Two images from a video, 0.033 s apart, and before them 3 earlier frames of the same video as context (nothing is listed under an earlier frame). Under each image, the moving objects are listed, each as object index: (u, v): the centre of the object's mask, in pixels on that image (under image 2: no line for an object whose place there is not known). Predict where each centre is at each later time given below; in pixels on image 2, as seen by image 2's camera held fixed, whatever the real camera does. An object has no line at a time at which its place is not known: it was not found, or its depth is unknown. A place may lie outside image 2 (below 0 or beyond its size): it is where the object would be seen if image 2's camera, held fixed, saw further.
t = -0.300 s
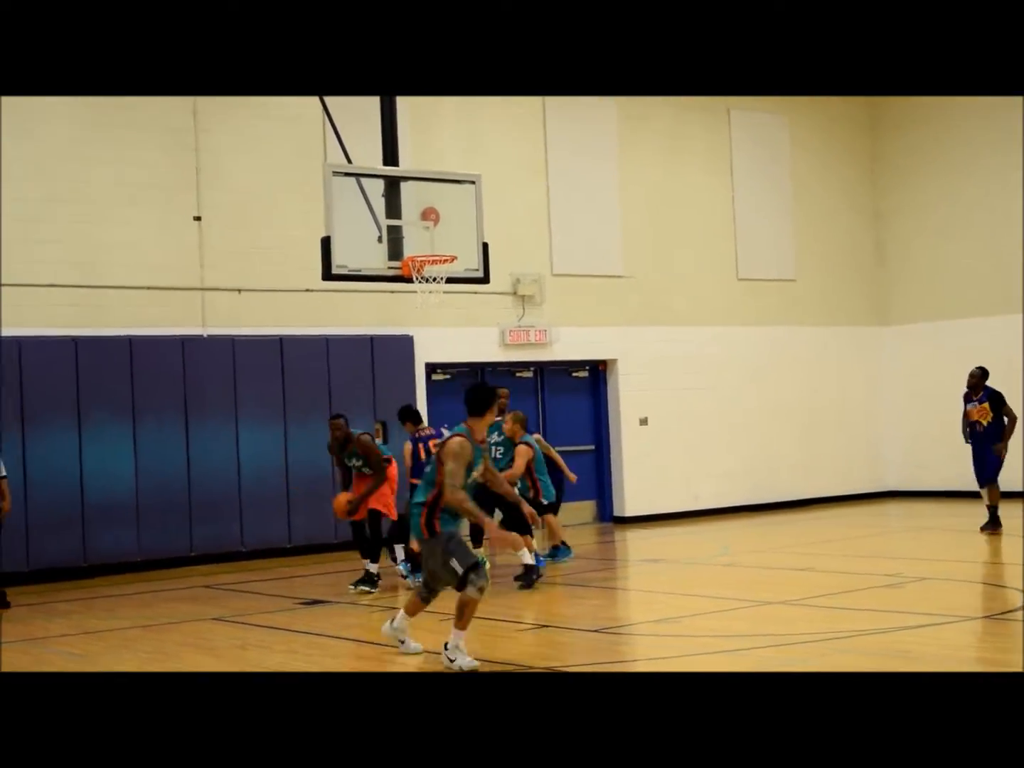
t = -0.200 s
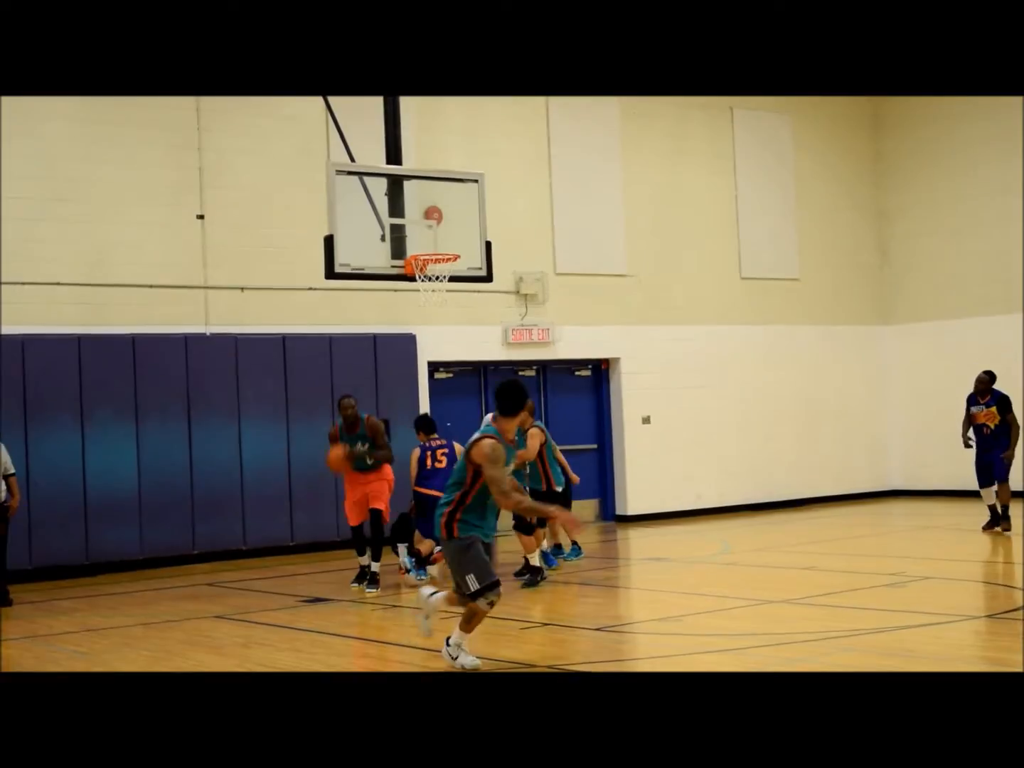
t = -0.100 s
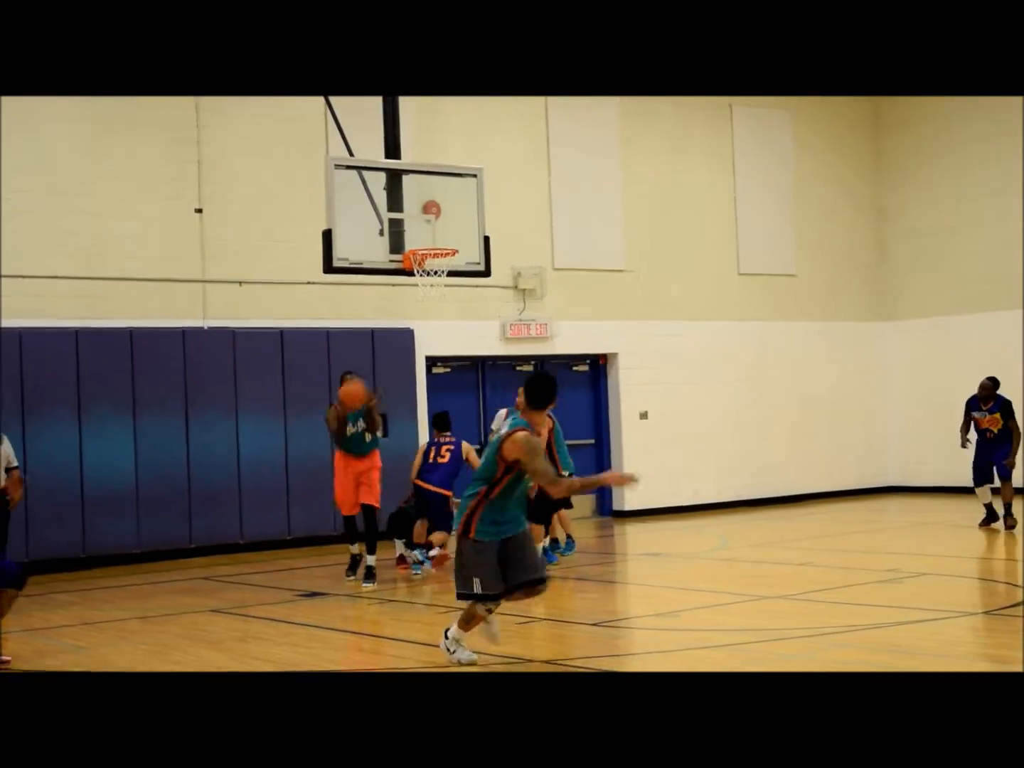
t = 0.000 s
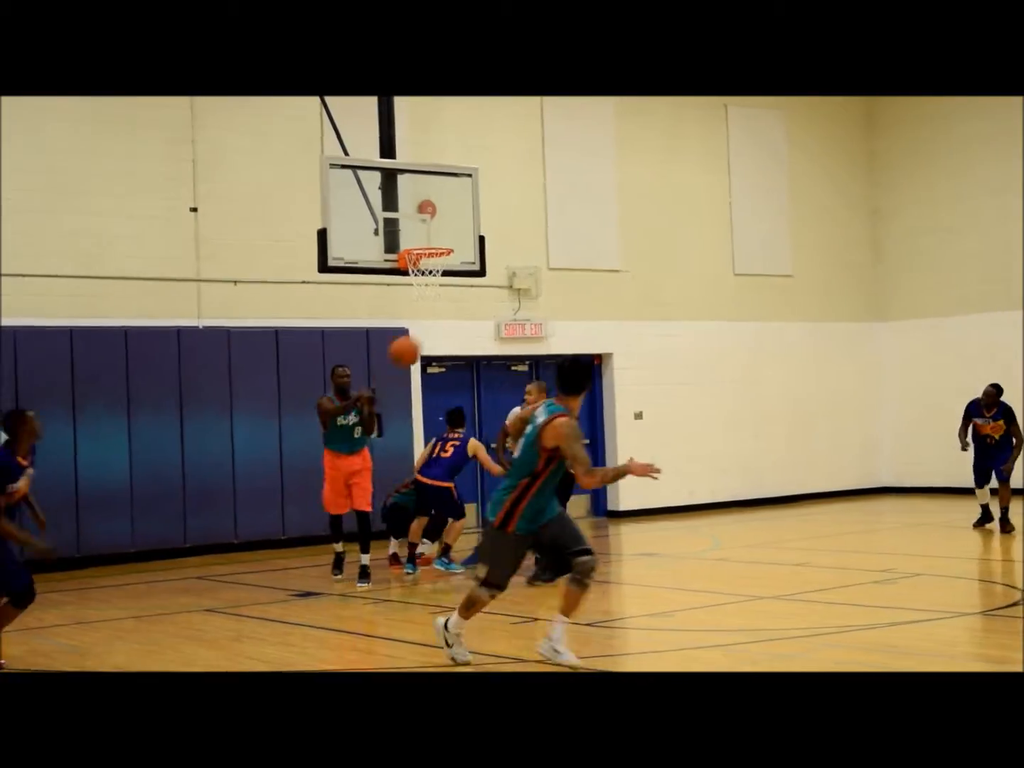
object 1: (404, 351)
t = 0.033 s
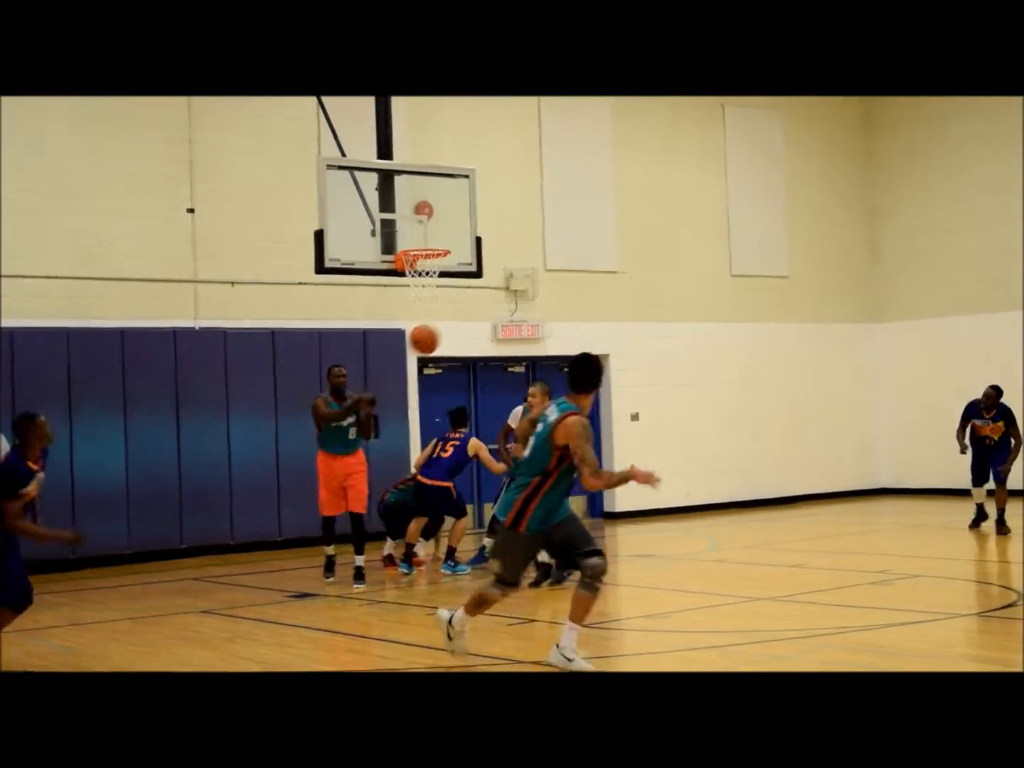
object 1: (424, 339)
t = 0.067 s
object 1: (447, 326)
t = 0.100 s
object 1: (470, 316)
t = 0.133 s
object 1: (495, 305)
